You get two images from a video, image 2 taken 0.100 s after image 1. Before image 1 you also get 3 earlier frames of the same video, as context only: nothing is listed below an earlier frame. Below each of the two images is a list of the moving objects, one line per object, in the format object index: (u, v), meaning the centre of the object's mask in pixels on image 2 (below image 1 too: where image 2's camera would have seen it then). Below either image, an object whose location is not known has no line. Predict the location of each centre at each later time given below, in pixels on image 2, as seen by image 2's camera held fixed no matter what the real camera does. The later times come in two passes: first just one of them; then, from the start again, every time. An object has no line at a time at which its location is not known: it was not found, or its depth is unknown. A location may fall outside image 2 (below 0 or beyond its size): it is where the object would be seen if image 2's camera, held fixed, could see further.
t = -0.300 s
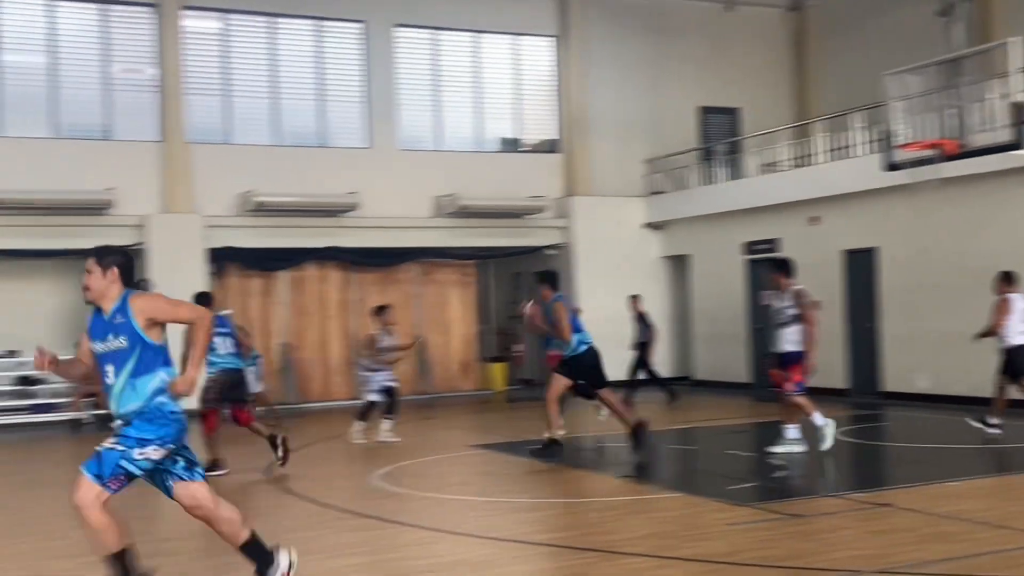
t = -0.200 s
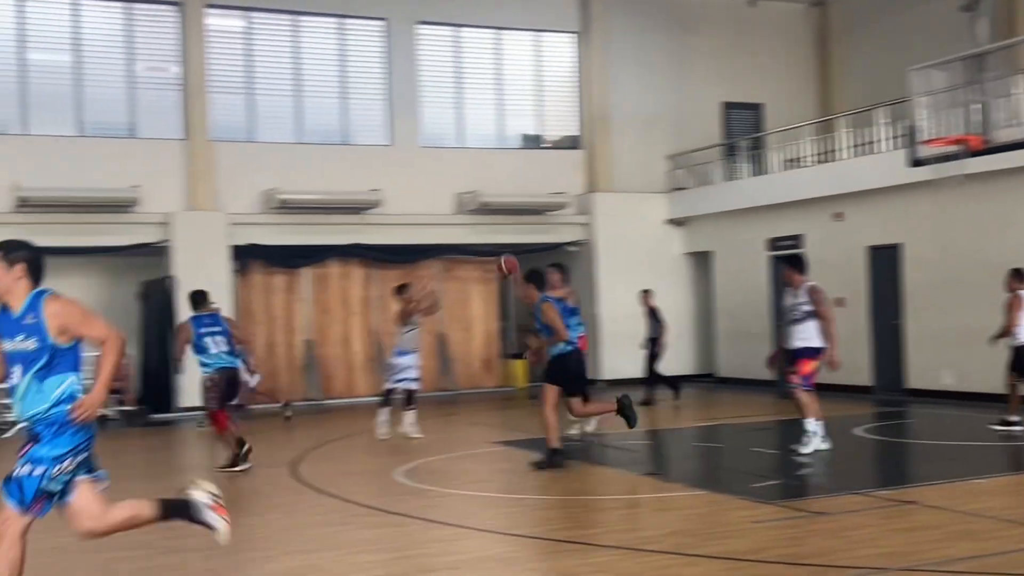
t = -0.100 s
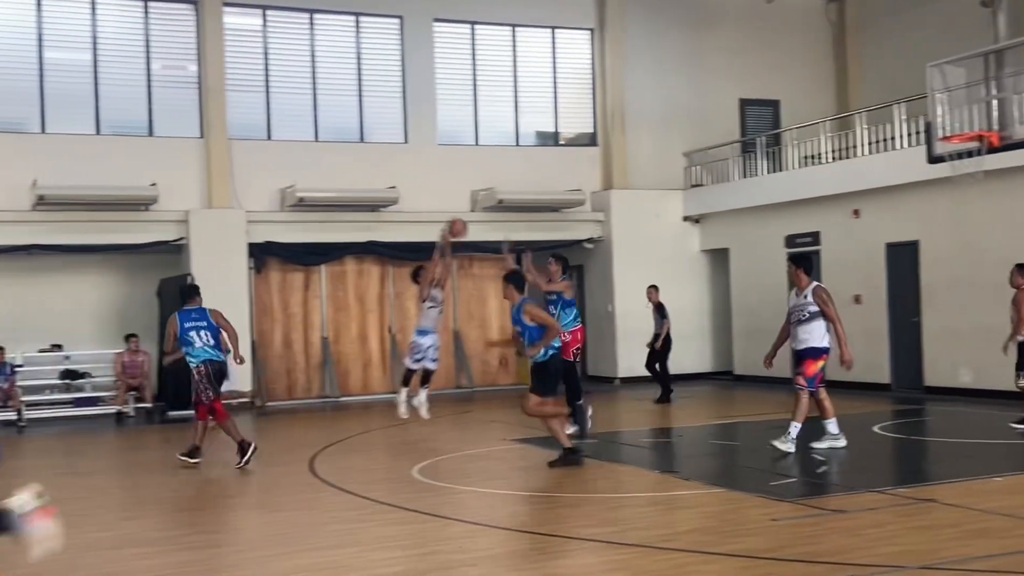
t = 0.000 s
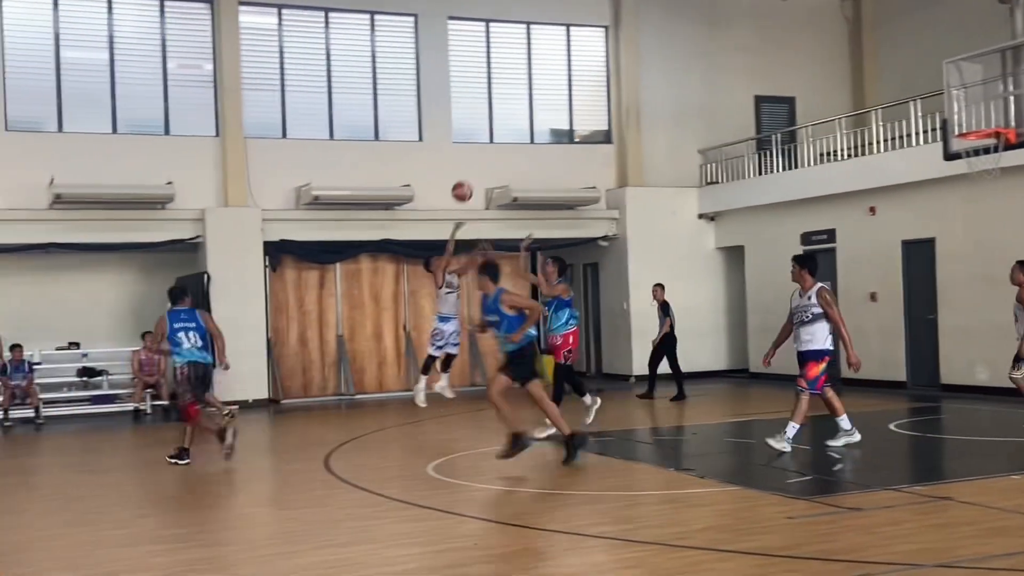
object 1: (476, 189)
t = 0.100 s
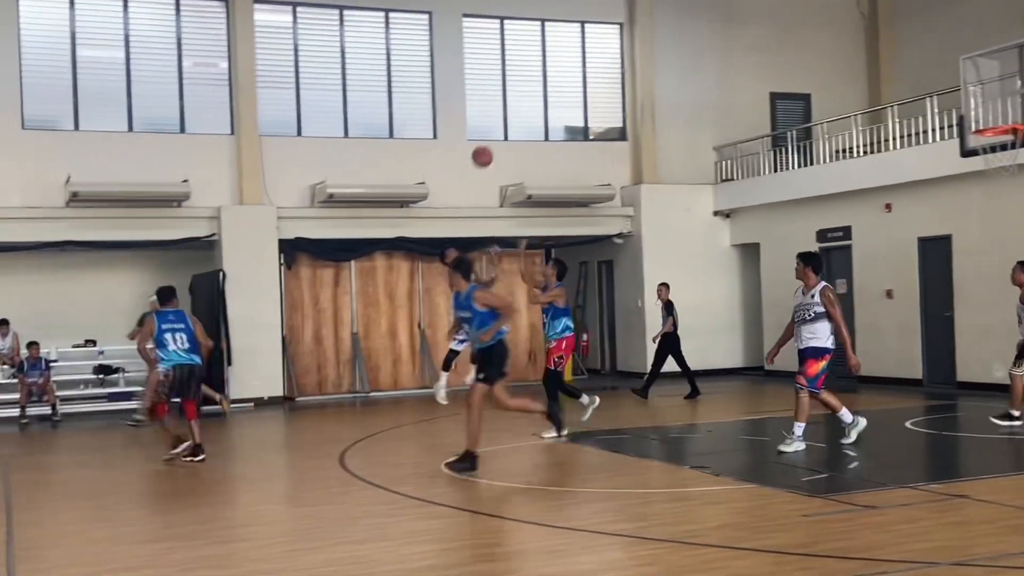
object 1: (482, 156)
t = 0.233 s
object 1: (492, 125)
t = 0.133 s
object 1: (484, 148)
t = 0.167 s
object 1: (487, 140)
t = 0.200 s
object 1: (489, 132)
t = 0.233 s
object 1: (492, 125)
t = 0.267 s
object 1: (496, 119)
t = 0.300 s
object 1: (497, 115)
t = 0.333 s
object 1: (500, 111)
